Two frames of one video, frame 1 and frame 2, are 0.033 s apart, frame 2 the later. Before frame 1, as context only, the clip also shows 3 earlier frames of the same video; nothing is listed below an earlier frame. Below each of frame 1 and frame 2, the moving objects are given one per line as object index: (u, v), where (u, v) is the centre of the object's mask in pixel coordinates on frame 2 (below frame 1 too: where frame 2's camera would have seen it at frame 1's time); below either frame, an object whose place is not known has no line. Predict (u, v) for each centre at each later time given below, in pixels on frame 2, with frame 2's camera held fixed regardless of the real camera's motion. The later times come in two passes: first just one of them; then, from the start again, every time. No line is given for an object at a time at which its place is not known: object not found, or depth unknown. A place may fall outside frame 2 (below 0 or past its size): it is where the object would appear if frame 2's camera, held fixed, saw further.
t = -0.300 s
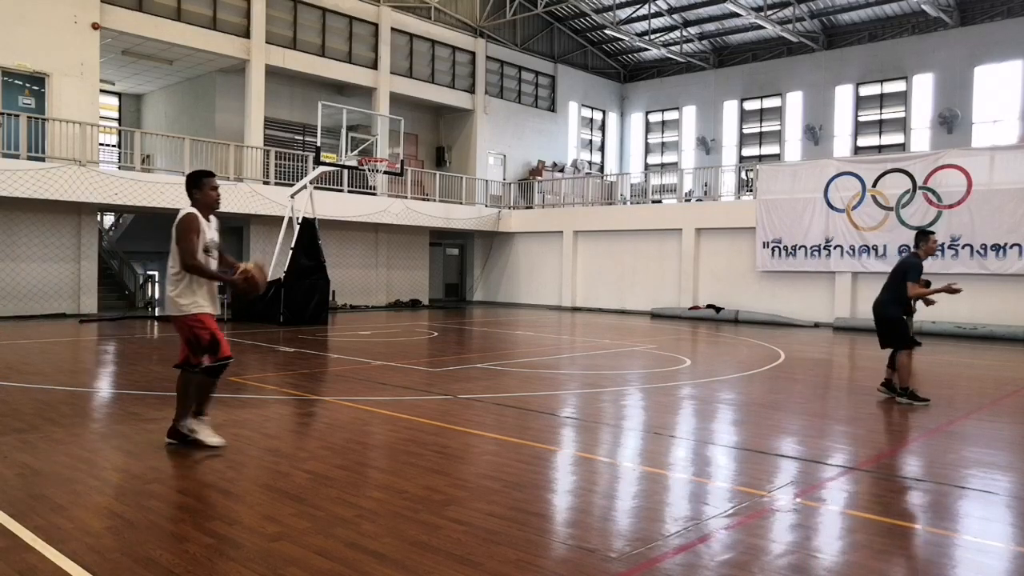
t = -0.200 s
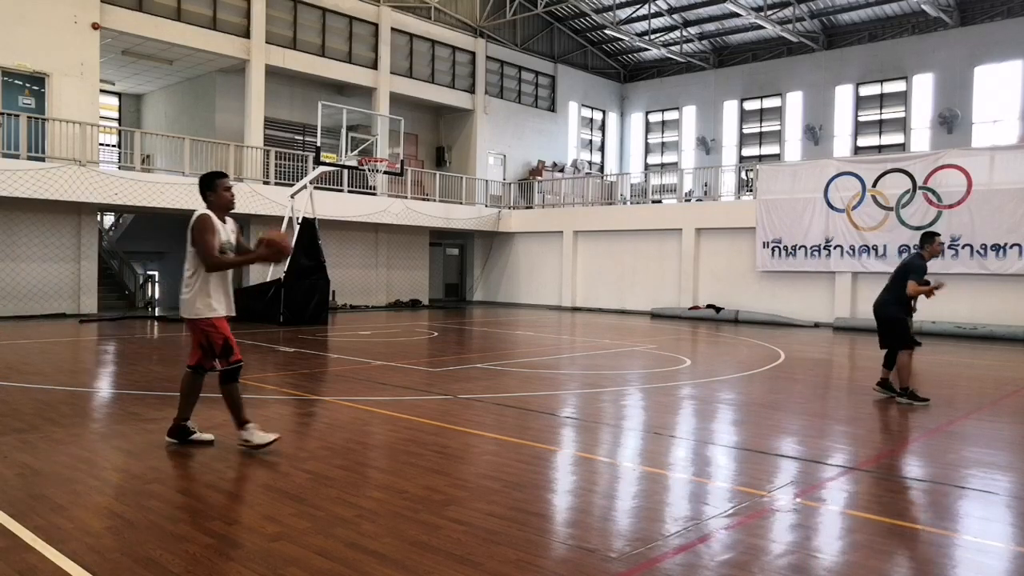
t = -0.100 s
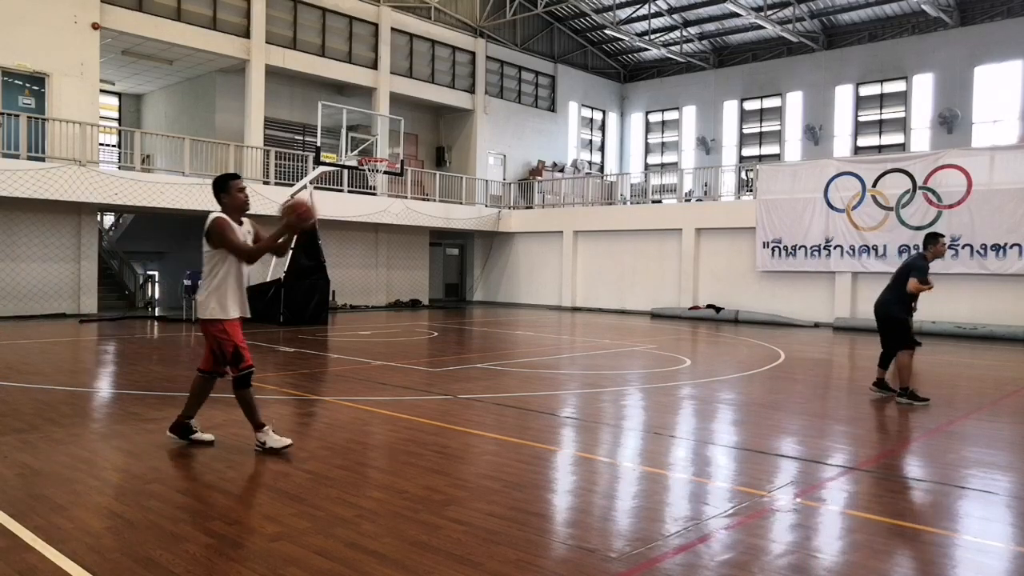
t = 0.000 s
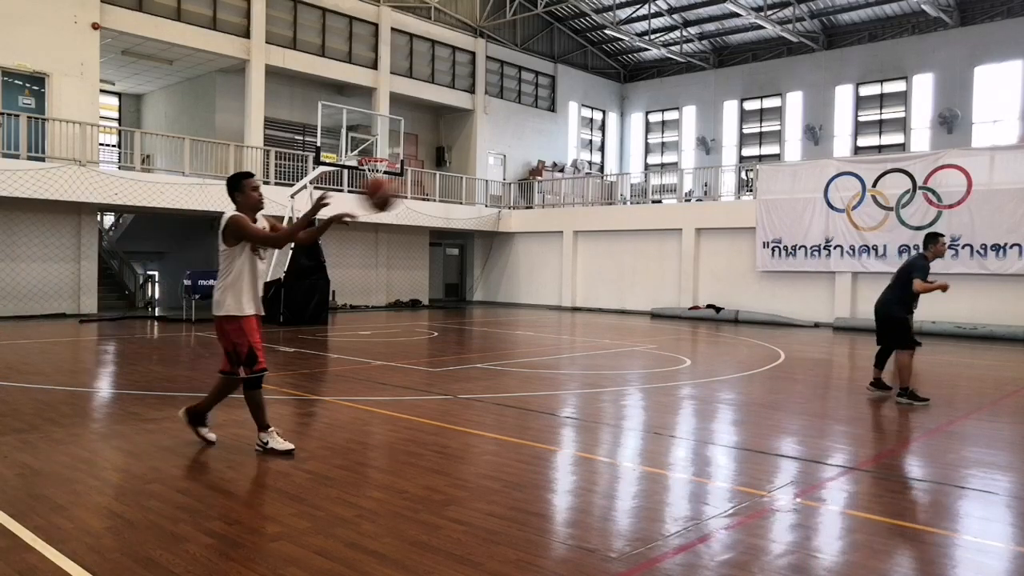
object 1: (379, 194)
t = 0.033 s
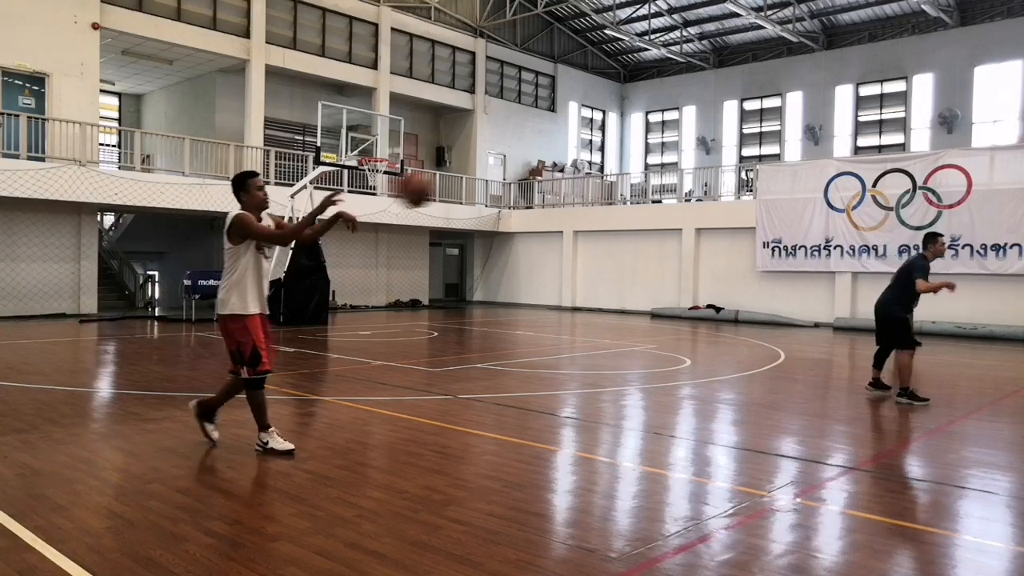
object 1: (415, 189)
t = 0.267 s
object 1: (658, 205)
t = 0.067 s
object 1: (451, 186)
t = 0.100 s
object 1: (485, 186)
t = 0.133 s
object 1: (522, 186)
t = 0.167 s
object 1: (554, 189)
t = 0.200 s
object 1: (590, 193)
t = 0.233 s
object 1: (624, 197)
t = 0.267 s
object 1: (658, 205)
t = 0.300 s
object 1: (690, 213)
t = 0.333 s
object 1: (725, 222)
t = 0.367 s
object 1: (759, 234)
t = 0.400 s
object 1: (795, 249)
